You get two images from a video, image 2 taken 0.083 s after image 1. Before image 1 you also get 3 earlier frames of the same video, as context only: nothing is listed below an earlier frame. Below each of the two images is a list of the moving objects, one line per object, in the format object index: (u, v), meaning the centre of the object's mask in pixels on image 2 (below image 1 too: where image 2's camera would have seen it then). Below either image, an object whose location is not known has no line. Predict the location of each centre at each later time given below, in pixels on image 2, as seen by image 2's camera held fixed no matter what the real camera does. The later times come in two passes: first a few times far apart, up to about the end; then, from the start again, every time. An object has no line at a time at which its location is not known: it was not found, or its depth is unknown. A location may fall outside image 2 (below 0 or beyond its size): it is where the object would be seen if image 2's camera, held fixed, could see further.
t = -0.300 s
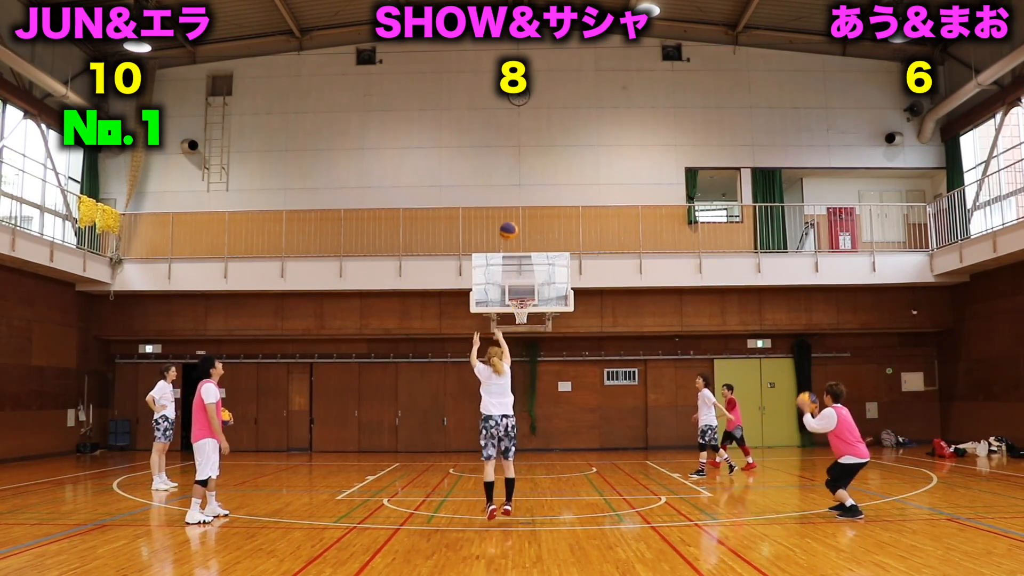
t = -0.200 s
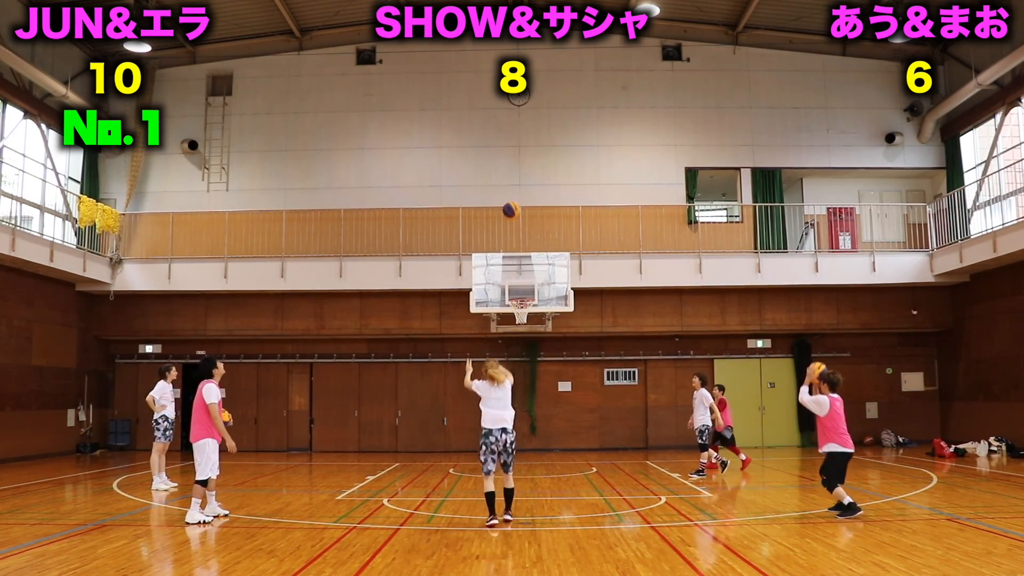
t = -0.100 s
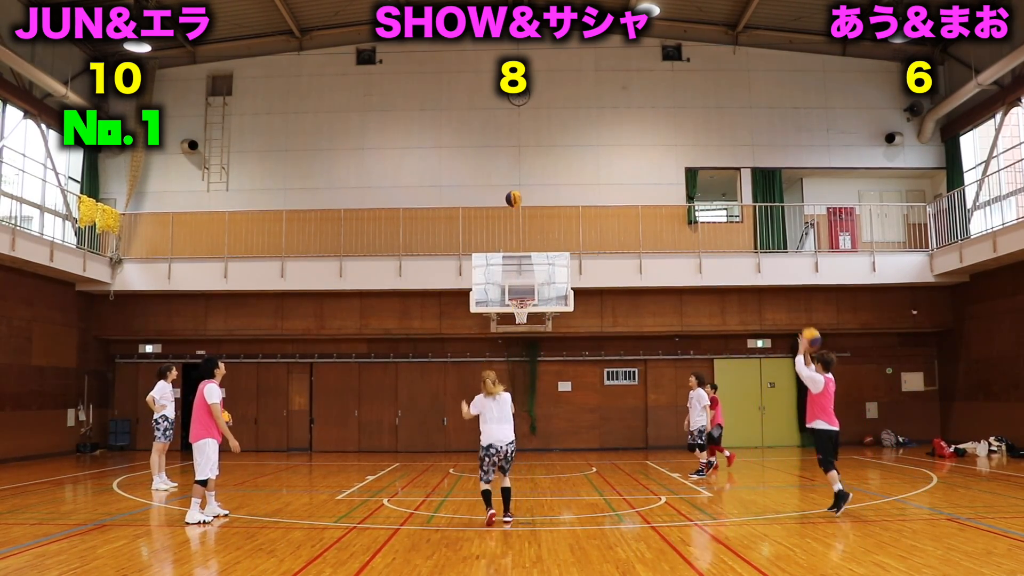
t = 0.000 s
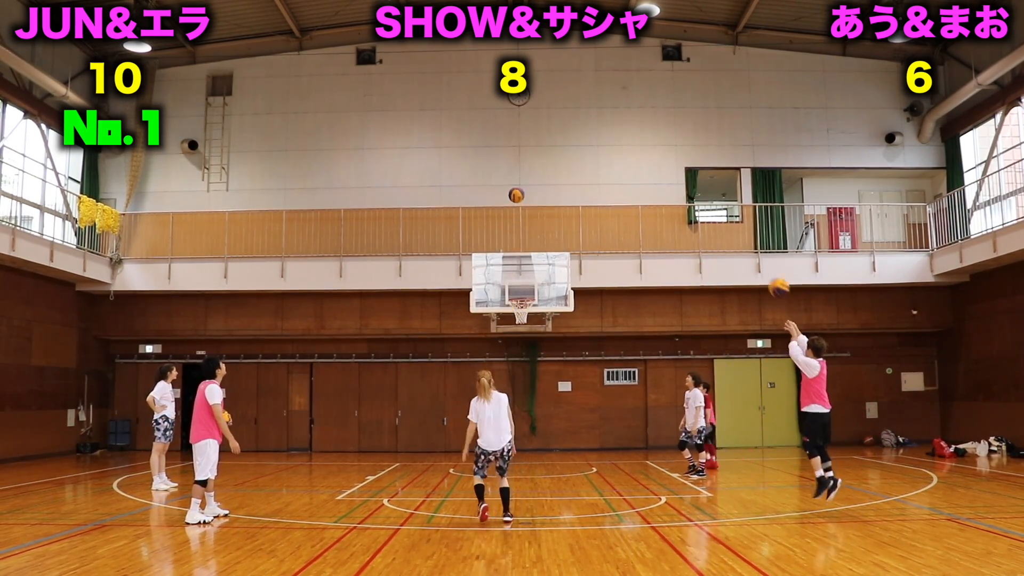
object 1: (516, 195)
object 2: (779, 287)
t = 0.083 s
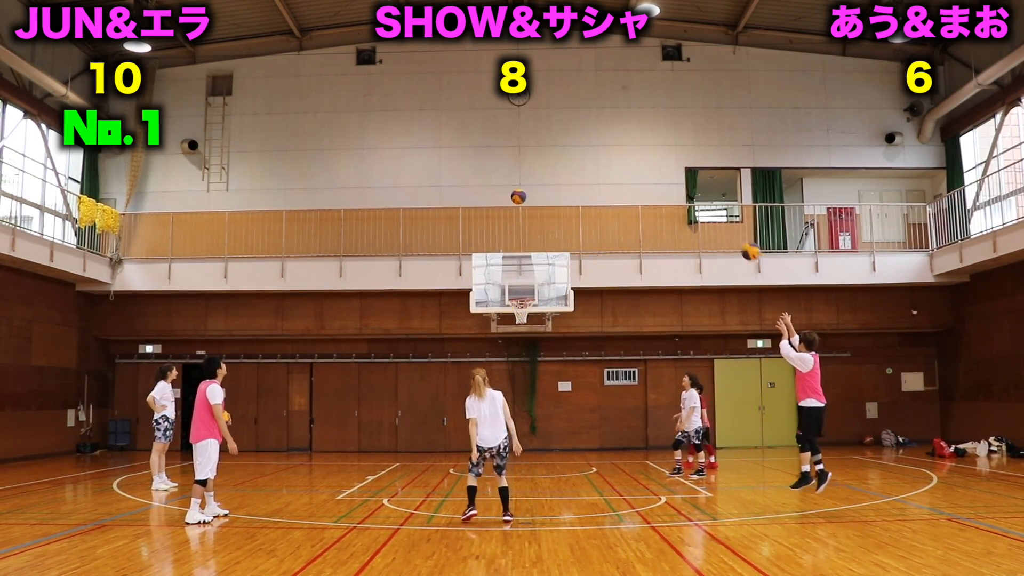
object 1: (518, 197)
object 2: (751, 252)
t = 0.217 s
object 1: (522, 208)
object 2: (712, 210)
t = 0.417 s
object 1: (526, 242)
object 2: (663, 180)
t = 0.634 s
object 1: (529, 293)
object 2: (619, 178)
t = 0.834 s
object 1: (511, 287)
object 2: (585, 200)
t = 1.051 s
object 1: (489, 294)
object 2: (554, 246)
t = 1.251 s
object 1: (469, 323)
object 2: (526, 295)
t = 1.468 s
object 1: (443, 385)
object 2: (500, 285)
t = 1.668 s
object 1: (418, 476)
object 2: (481, 285)
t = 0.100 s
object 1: (519, 197)
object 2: (746, 246)
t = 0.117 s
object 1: (519, 198)
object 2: (740, 240)
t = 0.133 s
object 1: (519, 199)
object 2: (735, 234)
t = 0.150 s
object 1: (520, 200)
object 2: (731, 229)
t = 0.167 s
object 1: (521, 202)
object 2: (726, 225)
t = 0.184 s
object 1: (522, 204)
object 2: (721, 220)
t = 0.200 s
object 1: (522, 206)
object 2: (717, 215)
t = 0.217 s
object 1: (522, 208)
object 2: (712, 210)
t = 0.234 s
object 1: (522, 210)
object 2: (708, 206)
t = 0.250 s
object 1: (523, 212)
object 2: (703, 203)
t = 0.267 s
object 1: (523, 214)
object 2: (698, 199)
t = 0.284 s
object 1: (523, 217)
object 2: (695, 197)
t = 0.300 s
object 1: (524, 220)
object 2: (691, 194)
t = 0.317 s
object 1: (525, 223)
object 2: (687, 191)
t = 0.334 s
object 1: (525, 226)
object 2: (683, 189)
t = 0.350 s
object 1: (525, 229)
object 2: (678, 187)
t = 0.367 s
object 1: (526, 232)
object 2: (674, 184)
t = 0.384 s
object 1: (526, 235)
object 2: (671, 183)
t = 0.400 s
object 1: (526, 238)
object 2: (667, 181)
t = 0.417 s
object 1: (526, 242)
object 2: (663, 180)
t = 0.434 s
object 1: (526, 246)
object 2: (659, 179)
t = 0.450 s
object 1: (527, 249)
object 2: (655, 178)
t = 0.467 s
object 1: (527, 254)
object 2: (652, 177)
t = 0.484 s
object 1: (527, 258)
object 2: (649, 176)
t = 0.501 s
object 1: (528, 262)
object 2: (645, 176)
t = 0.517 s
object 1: (528, 266)
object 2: (641, 175)
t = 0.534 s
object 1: (528, 270)
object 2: (638, 175)
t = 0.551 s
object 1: (529, 274)
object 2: (635, 175)
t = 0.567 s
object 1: (529, 279)
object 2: (632, 175)
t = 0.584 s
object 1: (530, 284)
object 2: (629, 176)
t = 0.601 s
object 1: (530, 288)
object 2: (625, 177)
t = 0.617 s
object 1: (530, 293)
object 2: (622, 177)
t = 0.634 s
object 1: (529, 293)
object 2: (619, 178)
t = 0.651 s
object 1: (528, 293)
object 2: (616, 179)
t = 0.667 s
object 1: (526, 293)
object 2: (613, 181)
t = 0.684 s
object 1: (524, 293)
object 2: (610, 182)
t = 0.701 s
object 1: (522, 294)
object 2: (607, 183)
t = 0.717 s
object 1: (520, 294)
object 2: (604, 185)
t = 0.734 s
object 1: (517, 294)
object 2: (601, 187)
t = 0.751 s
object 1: (515, 292)
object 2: (599, 189)
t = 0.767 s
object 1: (515, 290)
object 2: (596, 190)
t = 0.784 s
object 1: (514, 290)
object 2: (593, 193)
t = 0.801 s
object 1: (513, 289)
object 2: (591, 195)
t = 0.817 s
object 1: (512, 288)
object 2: (588, 198)
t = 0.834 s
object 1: (511, 287)
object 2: (585, 200)
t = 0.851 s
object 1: (509, 287)
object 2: (583, 203)
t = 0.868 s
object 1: (507, 287)
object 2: (580, 206)
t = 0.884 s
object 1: (505, 287)
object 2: (578, 209)
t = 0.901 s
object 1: (504, 287)
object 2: (576, 212)
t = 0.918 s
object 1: (502, 287)
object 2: (573, 215)
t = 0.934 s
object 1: (501, 288)
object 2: (571, 219)
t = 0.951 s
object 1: (499, 288)
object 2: (569, 222)
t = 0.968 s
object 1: (497, 288)
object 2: (566, 226)
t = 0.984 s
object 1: (496, 289)
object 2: (563, 230)
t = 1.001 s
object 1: (494, 290)
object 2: (561, 233)
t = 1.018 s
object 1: (492, 291)
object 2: (558, 238)
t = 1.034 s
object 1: (491, 292)
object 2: (556, 242)
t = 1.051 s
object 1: (489, 294)
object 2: (554, 246)
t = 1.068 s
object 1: (487, 295)
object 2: (551, 251)
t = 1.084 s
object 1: (485, 297)
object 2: (549, 255)
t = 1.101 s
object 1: (484, 299)
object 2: (547, 260)
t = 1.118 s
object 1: (482, 301)
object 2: (544, 264)
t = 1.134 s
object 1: (480, 303)
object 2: (542, 269)
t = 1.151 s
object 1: (480, 305)
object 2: (540, 274)
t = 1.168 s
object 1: (479, 308)
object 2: (538, 279)
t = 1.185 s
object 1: (476, 311)
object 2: (535, 284)
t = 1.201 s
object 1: (475, 314)
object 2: (534, 289)
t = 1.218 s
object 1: (473, 317)
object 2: (531, 293)
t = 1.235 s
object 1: (470, 320)
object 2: (529, 294)
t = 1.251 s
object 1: (469, 323)
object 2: (526, 295)
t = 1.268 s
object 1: (466, 327)
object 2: (524, 294)
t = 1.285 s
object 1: (464, 331)
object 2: (522, 294)
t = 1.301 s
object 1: (463, 335)
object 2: (518, 293)
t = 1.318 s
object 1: (461, 339)
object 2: (516, 293)
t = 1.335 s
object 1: (459, 344)
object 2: (514, 293)
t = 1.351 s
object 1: (458, 349)
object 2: (512, 292)
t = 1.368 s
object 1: (455, 354)
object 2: (510, 290)
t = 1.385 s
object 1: (454, 359)
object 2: (509, 289)
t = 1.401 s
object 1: (451, 364)
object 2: (507, 288)
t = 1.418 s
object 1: (450, 370)
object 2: (505, 287)
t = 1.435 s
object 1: (446, 376)
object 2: (503, 286)
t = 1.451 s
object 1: (445, 381)
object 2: (502, 285)
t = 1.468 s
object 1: (443, 385)
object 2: (500, 285)
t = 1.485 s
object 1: (438, 392)
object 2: (499, 285)
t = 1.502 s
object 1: (435, 399)
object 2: (498, 284)
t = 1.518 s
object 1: (432, 405)
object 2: (496, 283)
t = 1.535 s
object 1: (431, 412)
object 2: (494, 282)
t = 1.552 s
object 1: (430, 419)
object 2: (493, 284)
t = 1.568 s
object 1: (428, 427)
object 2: (491, 282)
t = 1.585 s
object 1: (426, 435)
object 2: (490, 285)
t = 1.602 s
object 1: (424, 443)
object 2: (488, 286)
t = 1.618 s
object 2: (487, 287)
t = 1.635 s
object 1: (422, 460)
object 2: (485, 287)
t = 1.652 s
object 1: (420, 469)
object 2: (482, 285)
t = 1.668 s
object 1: (418, 476)
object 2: (481, 285)
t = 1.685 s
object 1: (418, 473)
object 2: (479, 287)
